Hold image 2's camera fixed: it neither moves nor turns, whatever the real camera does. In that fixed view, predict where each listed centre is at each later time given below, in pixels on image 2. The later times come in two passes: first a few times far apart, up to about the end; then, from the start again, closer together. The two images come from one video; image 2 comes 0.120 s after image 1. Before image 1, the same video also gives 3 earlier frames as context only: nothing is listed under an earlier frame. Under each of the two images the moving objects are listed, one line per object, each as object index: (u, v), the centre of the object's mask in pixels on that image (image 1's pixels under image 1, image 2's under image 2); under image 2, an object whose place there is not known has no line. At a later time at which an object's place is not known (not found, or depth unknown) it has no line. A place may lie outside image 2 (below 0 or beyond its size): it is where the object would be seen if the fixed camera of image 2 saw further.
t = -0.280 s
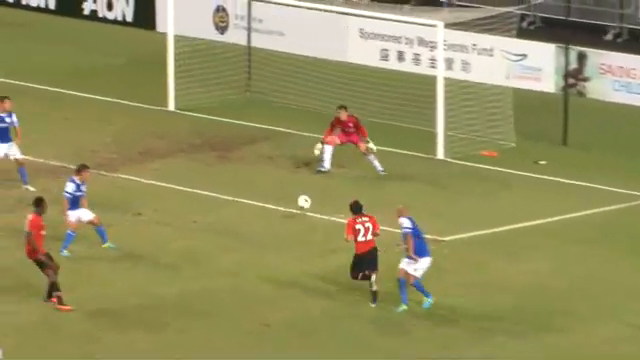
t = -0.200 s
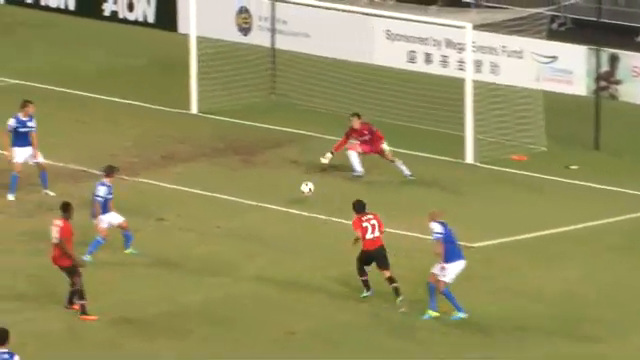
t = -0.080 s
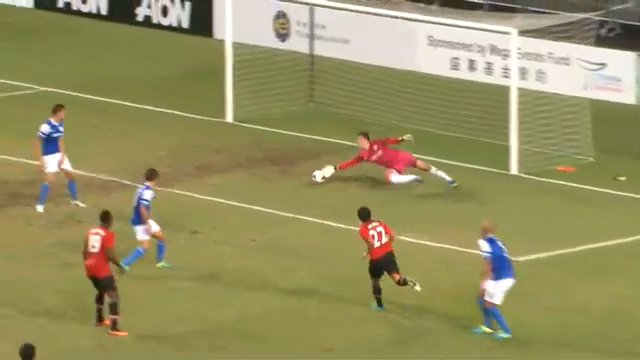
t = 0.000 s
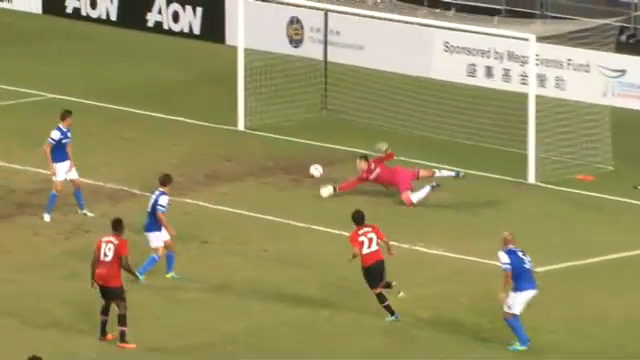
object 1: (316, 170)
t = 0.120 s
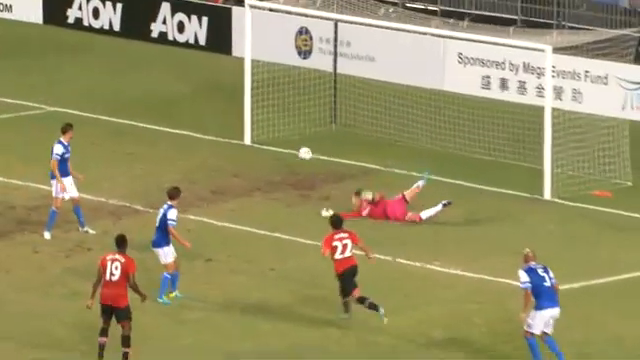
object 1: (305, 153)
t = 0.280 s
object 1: (286, 127)
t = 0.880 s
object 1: (393, 114)
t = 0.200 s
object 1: (294, 138)
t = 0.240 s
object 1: (290, 132)
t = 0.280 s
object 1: (286, 127)
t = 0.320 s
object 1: (282, 124)
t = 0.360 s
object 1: (281, 122)
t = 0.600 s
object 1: (327, 106)
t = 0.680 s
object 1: (346, 104)
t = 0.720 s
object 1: (355, 105)
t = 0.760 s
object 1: (365, 106)
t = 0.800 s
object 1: (374, 108)
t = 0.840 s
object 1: (384, 110)
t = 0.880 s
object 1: (393, 114)
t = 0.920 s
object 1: (402, 118)
